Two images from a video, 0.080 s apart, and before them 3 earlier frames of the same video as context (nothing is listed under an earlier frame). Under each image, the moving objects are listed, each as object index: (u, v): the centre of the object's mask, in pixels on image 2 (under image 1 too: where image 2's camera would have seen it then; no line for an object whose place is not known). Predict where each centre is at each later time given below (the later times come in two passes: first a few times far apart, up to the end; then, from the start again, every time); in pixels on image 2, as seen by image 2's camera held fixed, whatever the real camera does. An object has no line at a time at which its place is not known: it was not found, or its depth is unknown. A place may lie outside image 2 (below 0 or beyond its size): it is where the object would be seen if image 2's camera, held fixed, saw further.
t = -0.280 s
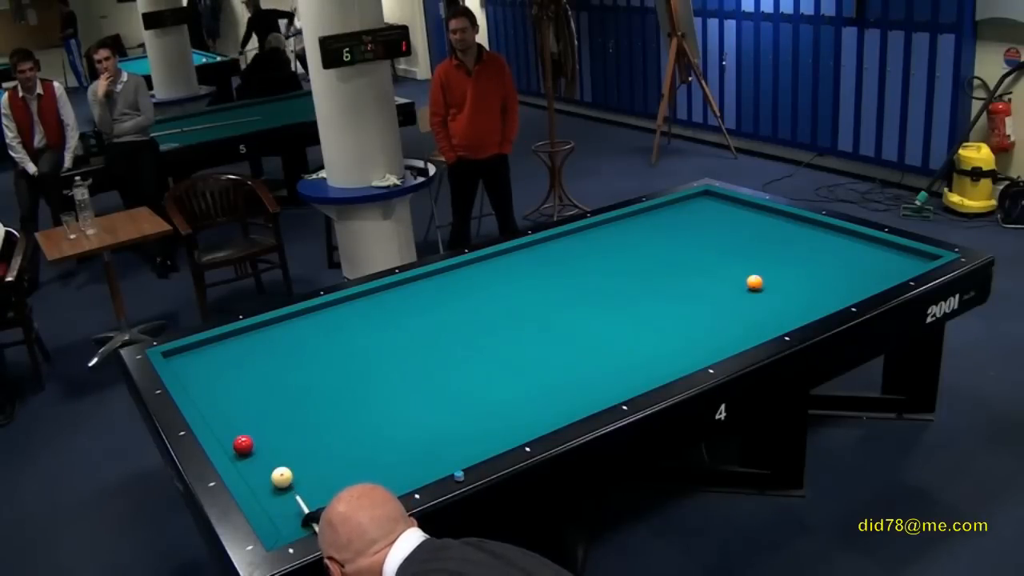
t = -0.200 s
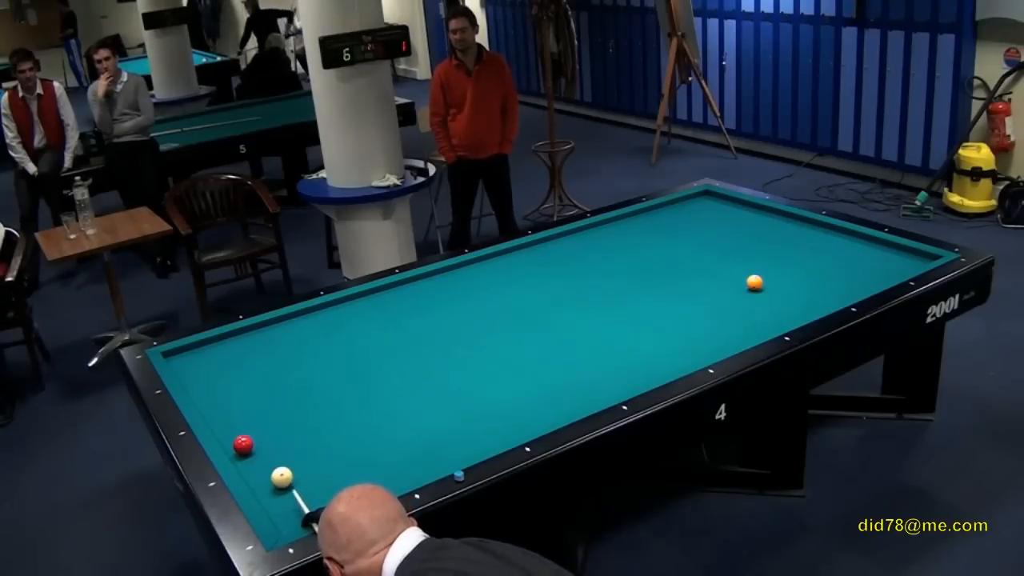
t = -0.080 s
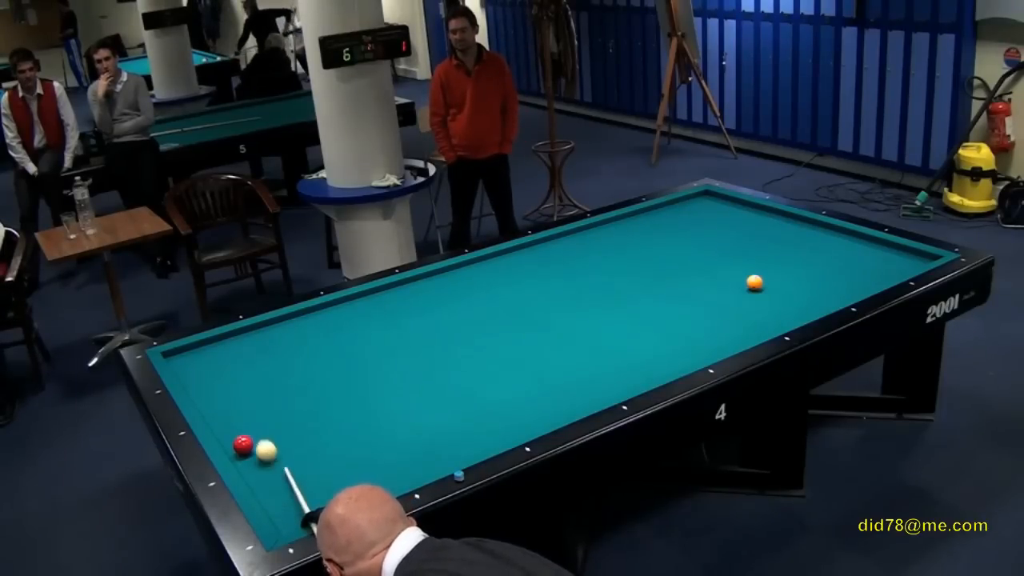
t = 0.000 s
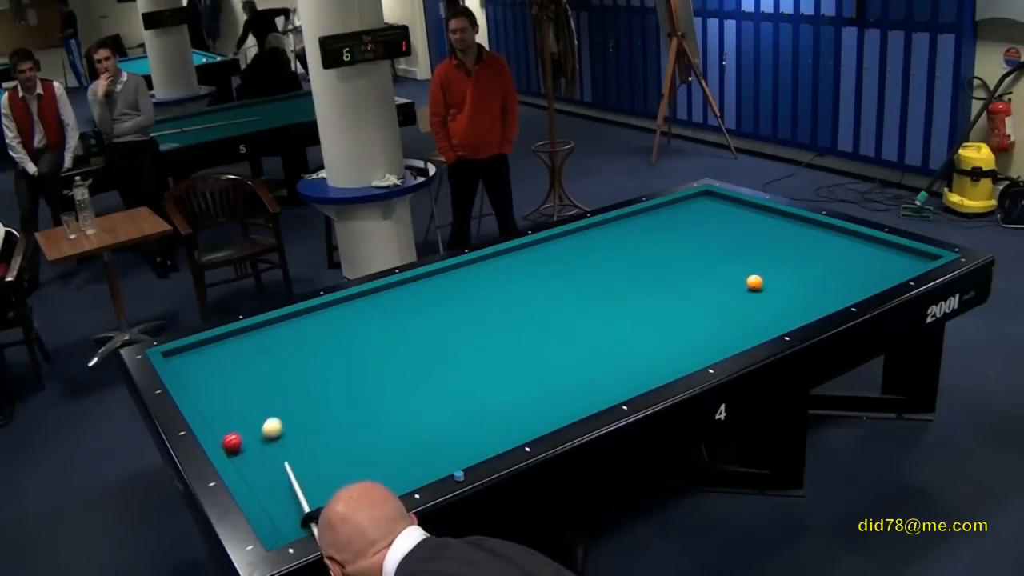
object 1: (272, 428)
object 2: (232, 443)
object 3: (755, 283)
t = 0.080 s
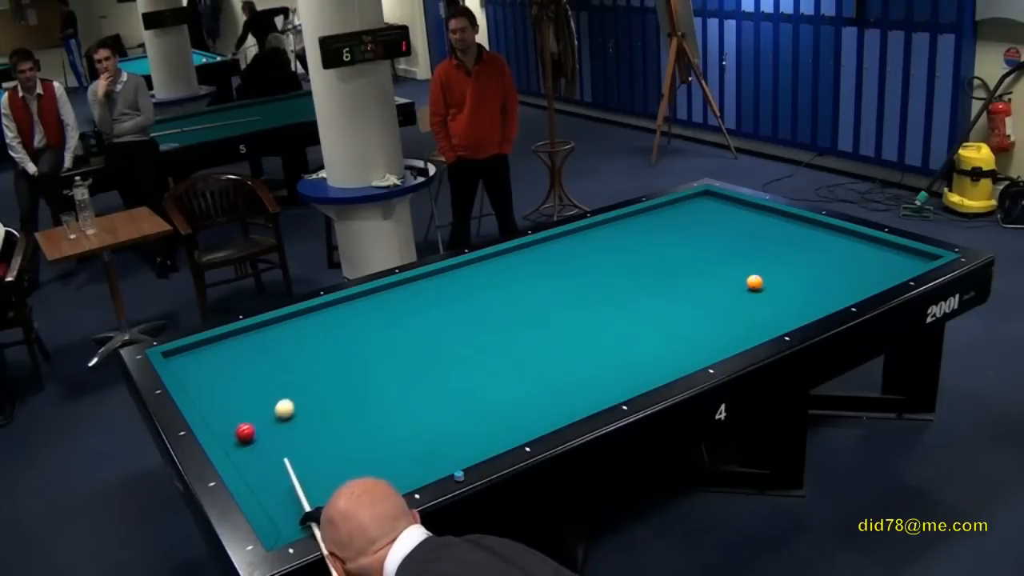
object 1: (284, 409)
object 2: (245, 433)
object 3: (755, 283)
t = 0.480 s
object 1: (329, 345)
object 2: (288, 396)
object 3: (755, 283)
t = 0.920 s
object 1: (366, 293)
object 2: (327, 363)
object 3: (755, 283)
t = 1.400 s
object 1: (475, 282)
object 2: (363, 332)
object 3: (755, 283)
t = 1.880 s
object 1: (579, 271)
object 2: (394, 306)
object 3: (754, 282)
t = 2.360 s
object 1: (680, 260)
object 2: (420, 284)
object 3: (755, 283)
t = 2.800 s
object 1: (767, 250)
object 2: (447, 271)
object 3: (754, 283)
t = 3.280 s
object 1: (857, 240)
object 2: (483, 267)
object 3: (755, 283)
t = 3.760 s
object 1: (881, 260)
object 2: (516, 263)
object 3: (755, 283)
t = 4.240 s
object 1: (870, 278)
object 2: (546, 258)
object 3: (755, 283)
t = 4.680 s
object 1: (821, 282)
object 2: (572, 255)
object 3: (755, 283)
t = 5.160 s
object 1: (769, 286)
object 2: (597, 252)
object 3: (754, 283)
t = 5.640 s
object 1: (742, 295)
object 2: (620, 249)
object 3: (734, 278)
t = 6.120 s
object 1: (716, 303)
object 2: (641, 246)
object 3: (717, 275)
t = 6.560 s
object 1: (694, 310)
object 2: (657, 243)
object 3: (704, 272)
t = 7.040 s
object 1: (671, 317)
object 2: (673, 241)
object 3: (691, 269)
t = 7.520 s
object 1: (650, 324)
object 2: (687, 239)
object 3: (681, 267)
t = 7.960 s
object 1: (633, 330)
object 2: (697, 238)
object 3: (673, 266)
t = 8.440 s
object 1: (616, 336)
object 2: (706, 237)
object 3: (667, 265)
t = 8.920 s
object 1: (602, 341)
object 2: (713, 236)
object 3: (663, 264)
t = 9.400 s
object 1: (589, 346)
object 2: (717, 236)
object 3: (661, 264)
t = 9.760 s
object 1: (581, 348)
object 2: (719, 235)
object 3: (661, 263)
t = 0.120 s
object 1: (290, 400)
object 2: (250, 428)
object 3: (754, 283)
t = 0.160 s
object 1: (295, 393)
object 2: (255, 424)
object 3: (755, 283)
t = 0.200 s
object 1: (300, 385)
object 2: (259, 420)
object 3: (755, 283)
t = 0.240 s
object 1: (305, 379)
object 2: (264, 417)
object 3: (755, 283)
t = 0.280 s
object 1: (309, 373)
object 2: (268, 413)
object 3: (755, 283)
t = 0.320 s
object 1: (313, 367)
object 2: (272, 410)
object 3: (755, 283)
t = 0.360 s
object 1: (317, 361)
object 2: (276, 406)
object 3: (754, 283)
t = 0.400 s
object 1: (321, 356)
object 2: (280, 403)
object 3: (755, 283)
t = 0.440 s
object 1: (325, 350)
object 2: (284, 400)
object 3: (755, 283)
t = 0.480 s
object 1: (329, 345)
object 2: (288, 396)
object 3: (755, 283)
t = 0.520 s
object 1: (333, 339)
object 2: (292, 393)
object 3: (755, 283)
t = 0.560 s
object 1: (336, 334)
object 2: (296, 390)
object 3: (755, 283)
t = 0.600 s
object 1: (340, 329)
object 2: (299, 387)
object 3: (755, 283)
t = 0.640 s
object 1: (344, 324)
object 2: (303, 384)
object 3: (755, 283)
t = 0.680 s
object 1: (347, 320)
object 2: (307, 380)
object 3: (755, 283)
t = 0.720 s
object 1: (350, 315)
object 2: (310, 377)
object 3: (755, 283)
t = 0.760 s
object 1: (353, 311)
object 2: (314, 374)
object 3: (755, 283)
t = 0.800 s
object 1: (357, 306)
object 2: (317, 372)
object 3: (755, 283)
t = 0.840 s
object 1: (360, 302)
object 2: (321, 368)
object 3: (755, 283)
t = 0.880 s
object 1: (363, 297)
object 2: (324, 366)
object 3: (755, 283)
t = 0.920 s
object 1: (366, 293)
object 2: (327, 363)
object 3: (755, 283)
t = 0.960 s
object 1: (374, 292)
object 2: (330, 360)
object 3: (755, 283)
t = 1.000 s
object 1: (385, 291)
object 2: (334, 357)
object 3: (755, 283)
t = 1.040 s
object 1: (394, 291)
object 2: (337, 355)
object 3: (755, 283)
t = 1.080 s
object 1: (404, 290)
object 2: (340, 352)
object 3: (755, 283)
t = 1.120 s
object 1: (413, 289)
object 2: (343, 349)
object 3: (755, 283)
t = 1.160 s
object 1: (422, 288)
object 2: (346, 347)
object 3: (755, 283)
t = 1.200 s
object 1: (431, 287)
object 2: (349, 344)
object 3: (755, 283)
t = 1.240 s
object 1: (440, 286)
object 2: (352, 342)
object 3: (755, 283)
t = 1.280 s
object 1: (449, 285)
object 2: (355, 339)
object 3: (755, 283)
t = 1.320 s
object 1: (458, 284)
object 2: (358, 337)
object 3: (755, 283)
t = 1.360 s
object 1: (466, 283)
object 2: (361, 334)
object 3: (755, 283)
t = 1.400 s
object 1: (475, 282)
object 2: (363, 332)
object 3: (755, 283)
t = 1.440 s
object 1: (484, 281)
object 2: (366, 330)
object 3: (755, 283)
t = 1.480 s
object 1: (493, 280)
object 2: (369, 328)
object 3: (755, 283)
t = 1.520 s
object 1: (502, 279)
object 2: (372, 325)
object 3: (755, 283)
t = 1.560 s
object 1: (510, 278)
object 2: (374, 323)
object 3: (754, 283)
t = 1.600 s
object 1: (519, 277)
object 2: (377, 321)
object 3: (755, 283)
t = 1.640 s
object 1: (528, 276)
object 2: (379, 319)
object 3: (755, 283)
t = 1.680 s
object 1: (536, 275)
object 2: (382, 317)
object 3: (754, 283)
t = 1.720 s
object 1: (545, 274)
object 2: (384, 315)
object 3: (754, 283)
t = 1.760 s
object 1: (554, 273)
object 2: (387, 313)
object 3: (754, 283)
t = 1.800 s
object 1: (562, 272)
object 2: (389, 310)
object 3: (754, 283)
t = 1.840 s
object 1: (570, 271)
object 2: (392, 308)
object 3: (754, 283)
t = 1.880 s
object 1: (579, 271)
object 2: (394, 306)
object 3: (754, 282)
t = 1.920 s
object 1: (587, 270)
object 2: (396, 304)
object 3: (755, 283)
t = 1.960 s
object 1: (596, 268)
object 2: (399, 302)
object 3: (755, 283)
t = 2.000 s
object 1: (604, 267)
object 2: (401, 301)
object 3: (754, 283)
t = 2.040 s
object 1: (613, 267)
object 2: (403, 299)
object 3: (754, 283)
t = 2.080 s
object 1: (622, 266)
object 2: (405, 297)
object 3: (754, 283)
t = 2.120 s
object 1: (630, 265)
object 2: (408, 295)
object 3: (755, 283)
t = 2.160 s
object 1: (638, 264)
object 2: (410, 293)
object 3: (754, 283)
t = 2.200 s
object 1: (647, 263)
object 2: (412, 291)
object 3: (755, 283)
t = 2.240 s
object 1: (655, 262)
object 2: (414, 289)
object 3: (754, 283)
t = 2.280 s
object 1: (663, 262)
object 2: (416, 288)
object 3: (754, 283)
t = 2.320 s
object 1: (671, 261)
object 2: (418, 286)
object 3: (754, 283)
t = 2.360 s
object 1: (680, 260)
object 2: (420, 284)
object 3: (755, 283)
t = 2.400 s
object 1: (688, 259)
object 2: (422, 282)
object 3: (754, 283)
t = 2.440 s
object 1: (696, 258)
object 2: (424, 281)
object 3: (754, 283)
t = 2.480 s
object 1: (704, 257)
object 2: (426, 279)
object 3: (754, 283)
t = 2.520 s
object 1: (712, 256)
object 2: (428, 277)
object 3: (754, 283)
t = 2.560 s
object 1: (720, 255)
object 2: (430, 276)
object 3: (754, 283)
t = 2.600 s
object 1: (728, 255)
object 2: (432, 275)
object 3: (754, 283)
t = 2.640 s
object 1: (736, 254)
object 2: (434, 273)
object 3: (754, 283)
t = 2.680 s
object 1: (744, 253)
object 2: (437, 273)
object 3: (754, 283)
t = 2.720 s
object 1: (751, 252)
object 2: (441, 272)
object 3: (754, 283)
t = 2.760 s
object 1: (760, 251)
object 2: (444, 272)
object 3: (755, 283)
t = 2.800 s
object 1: (767, 250)
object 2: (447, 271)
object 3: (754, 283)
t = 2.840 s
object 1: (775, 249)
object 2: (450, 271)
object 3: (754, 283)
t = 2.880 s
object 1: (783, 249)
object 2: (453, 270)
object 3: (754, 283)
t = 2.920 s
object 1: (791, 248)
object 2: (456, 270)
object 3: (755, 283)
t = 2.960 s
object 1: (798, 247)
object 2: (459, 270)
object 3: (755, 283)
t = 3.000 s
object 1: (806, 246)
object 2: (462, 269)
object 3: (755, 283)
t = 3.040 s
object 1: (813, 245)
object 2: (465, 269)
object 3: (755, 283)
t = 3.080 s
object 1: (821, 245)
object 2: (468, 268)
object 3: (755, 283)
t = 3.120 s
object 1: (828, 244)
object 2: (471, 268)
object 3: (755, 283)
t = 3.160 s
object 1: (836, 243)
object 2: (474, 268)
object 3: (755, 283)
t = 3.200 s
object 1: (843, 242)
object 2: (477, 267)
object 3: (755, 283)
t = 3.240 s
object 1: (850, 241)
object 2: (480, 267)
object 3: (755, 283)
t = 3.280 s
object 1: (857, 240)
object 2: (483, 267)
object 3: (755, 283)
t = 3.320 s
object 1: (864, 239)
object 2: (486, 266)
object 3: (755, 283)
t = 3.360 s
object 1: (871, 239)
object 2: (488, 266)
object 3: (755, 283)
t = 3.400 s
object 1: (872, 241)
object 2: (491, 266)
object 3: (755, 283)
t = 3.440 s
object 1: (873, 243)
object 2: (494, 265)
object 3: (755, 283)
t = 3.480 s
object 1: (873, 246)
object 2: (497, 265)
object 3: (755, 283)
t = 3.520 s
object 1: (875, 247)
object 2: (500, 264)
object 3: (755, 283)
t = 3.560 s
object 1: (876, 249)
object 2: (502, 264)
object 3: (755, 283)
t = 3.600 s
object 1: (877, 252)
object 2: (505, 264)
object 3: (755, 283)
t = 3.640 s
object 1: (878, 254)
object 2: (508, 263)
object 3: (755, 283)
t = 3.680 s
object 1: (879, 256)
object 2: (510, 263)
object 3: (755, 283)
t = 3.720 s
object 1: (880, 258)
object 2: (513, 263)
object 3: (755, 283)
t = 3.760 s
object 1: (881, 260)
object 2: (516, 263)
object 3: (755, 283)
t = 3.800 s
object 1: (882, 262)
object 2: (518, 262)
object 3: (755, 283)
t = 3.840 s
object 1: (884, 265)
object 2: (521, 262)
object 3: (755, 283)
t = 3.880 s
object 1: (885, 267)
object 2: (524, 262)
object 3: (755, 283)
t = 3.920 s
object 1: (886, 269)
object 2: (526, 261)
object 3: (755, 283)
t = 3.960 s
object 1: (887, 271)
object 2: (529, 261)
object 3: (755, 283)
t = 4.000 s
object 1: (888, 273)
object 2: (531, 261)
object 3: (755, 283)
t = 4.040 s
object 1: (889, 275)
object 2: (534, 260)
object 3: (755, 283)
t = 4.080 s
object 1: (889, 275)
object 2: (536, 260)
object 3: (755, 283)
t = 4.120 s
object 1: (884, 276)
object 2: (539, 260)
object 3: (755, 283)
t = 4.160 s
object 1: (879, 277)
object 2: (541, 259)
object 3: (755, 283)
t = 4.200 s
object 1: (875, 278)
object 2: (543, 259)
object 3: (755, 283)
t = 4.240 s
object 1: (870, 278)
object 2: (546, 258)
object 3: (755, 283)
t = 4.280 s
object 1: (866, 279)
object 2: (549, 258)
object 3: (755, 283)
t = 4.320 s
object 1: (861, 279)
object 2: (551, 258)
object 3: (755, 283)
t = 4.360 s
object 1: (857, 280)
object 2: (553, 258)
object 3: (755, 283)
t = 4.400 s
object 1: (852, 280)
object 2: (556, 257)
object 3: (755, 283)
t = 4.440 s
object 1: (848, 280)
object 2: (558, 257)
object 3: (755, 283)
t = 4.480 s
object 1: (843, 280)
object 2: (560, 257)
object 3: (755, 283)
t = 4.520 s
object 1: (839, 281)
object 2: (563, 256)
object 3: (755, 283)
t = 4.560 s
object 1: (834, 281)
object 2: (565, 256)
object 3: (755, 283)
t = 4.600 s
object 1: (830, 281)
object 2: (567, 256)
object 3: (755, 283)
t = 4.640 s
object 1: (825, 282)
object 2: (569, 255)
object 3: (755, 283)
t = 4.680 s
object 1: (821, 282)
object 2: (572, 255)
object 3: (755, 283)
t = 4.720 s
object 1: (816, 282)
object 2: (574, 255)
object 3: (755, 283)
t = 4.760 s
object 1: (812, 283)
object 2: (576, 255)
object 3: (755, 283)
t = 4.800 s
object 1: (808, 283)
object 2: (578, 254)
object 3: (755, 283)
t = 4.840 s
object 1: (803, 283)
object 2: (580, 254)
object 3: (755, 283)
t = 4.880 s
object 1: (799, 284)
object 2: (583, 254)
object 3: (754, 283)
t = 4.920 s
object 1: (794, 284)
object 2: (585, 253)
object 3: (754, 283)
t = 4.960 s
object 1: (790, 284)
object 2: (587, 253)
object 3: (754, 283)
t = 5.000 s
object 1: (786, 285)
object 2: (589, 253)
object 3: (754, 283)
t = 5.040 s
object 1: (781, 285)
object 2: (591, 252)
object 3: (754, 283)
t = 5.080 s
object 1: (777, 285)
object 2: (593, 252)
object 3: (755, 283)
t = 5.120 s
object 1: (773, 286)
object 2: (595, 252)
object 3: (754, 283)
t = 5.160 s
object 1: (769, 286)
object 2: (597, 252)
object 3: (754, 283)
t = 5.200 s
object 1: (767, 287)
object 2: (599, 251)
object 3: (752, 282)
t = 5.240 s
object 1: (764, 287)
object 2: (601, 251)
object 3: (750, 282)
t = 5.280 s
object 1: (762, 288)
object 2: (603, 251)
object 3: (748, 281)
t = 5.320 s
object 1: (759, 289)
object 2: (605, 251)
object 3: (747, 281)
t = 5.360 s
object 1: (757, 289)
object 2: (607, 250)
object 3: (745, 280)
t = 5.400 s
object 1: (755, 290)
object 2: (609, 250)
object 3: (743, 280)
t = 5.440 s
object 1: (752, 291)
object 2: (611, 250)
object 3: (742, 280)
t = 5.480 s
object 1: (750, 292)
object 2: (613, 250)
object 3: (740, 279)
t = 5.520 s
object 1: (748, 292)
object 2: (615, 250)
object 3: (739, 279)
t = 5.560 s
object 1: (746, 293)
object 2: (617, 249)
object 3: (737, 279)
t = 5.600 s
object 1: (744, 294)
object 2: (618, 249)
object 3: (736, 279)
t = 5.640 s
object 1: (742, 295)
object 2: (620, 249)
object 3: (734, 278)
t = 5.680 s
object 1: (739, 295)
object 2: (622, 249)
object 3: (733, 278)
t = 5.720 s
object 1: (737, 296)
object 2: (624, 248)
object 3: (731, 278)
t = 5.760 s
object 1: (735, 297)
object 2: (626, 248)
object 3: (730, 277)
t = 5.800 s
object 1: (733, 297)
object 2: (627, 247)
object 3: (728, 277)
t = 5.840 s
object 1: (731, 298)
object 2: (629, 247)
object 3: (727, 277)
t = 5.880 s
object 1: (728, 299)
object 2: (631, 247)
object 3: (726, 277)
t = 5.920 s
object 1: (726, 299)
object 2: (632, 247)
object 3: (724, 276)
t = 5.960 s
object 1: (724, 300)
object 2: (634, 247)
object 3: (723, 276)
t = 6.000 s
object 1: (722, 300)
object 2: (636, 246)
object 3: (721, 275)
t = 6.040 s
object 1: (720, 301)
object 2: (638, 246)
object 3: (720, 275)
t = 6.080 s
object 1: (718, 302)
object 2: (639, 246)
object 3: (719, 275)
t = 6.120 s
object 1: (716, 303)
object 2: (641, 246)
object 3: (717, 275)
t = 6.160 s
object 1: (714, 303)
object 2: (642, 246)
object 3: (716, 275)
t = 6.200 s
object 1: (712, 304)
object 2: (644, 245)
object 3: (715, 274)
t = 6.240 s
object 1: (710, 305)
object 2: (645, 245)
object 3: (713, 274)
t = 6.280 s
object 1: (708, 305)
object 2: (647, 245)
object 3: (712, 274)
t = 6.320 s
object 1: (706, 306)
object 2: (648, 245)
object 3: (711, 273)
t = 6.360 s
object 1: (703, 306)
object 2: (650, 244)
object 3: (709, 273)
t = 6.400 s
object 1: (701, 307)
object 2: (652, 244)
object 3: (708, 273)
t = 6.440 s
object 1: (699, 308)
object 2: (653, 244)
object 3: (707, 273)
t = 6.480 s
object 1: (697, 309)
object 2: (654, 244)
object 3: (706, 273)
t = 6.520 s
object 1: (695, 309)
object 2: (656, 244)
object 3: (705, 272)
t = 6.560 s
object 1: (694, 310)
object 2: (657, 243)
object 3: (704, 272)
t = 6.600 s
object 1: (691, 310)
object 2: (659, 243)
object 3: (703, 272)
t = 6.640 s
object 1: (690, 311)
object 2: (660, 243)
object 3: (701, 272)
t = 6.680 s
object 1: (688, 312)
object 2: (661, 243)
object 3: (701, 271)
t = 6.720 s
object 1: (686, 312)
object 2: (663, 243)
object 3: (699, 271)
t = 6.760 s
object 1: (684, 313)
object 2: (664, 242)
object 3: (698, 271)
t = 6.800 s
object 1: (682, 313)
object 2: (665, 242)
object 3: (697, 270)
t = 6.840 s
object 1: (680, 314)
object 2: (667, 242)
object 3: (696, 270)
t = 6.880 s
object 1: (678, 315)
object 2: (668, 242)
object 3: (695, 270)
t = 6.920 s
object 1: (676, 315)
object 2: (669, 242)
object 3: (694, 270)
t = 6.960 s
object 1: (674, 316)
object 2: (670, 242)
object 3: (693, 270)
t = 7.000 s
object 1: (672, 316)
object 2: (672, 241)
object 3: (692, 269)
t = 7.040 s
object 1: (671, 317)
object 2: (673, 241)
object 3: (691, 269)
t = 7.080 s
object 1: (669, 318)
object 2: (674, 241)
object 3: (690, 269)
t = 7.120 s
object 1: (667, 318)
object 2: (676, 241)
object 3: (689, 269)
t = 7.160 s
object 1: (665, 319)
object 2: (677, 241)
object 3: (688, 269)
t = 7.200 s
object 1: (664, 319)
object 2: (678, 241)
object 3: (687, 269)
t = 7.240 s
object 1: (662, 320)
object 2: (679, 240)
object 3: (687, 268)
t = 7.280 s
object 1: (660, 320)
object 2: (680, 240)
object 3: (686, 269)
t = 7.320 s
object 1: (658, 321)
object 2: (681, 240)
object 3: (685, 268)
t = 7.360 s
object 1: (657, 321)
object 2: (682, 240)
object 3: (684, 268)
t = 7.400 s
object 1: (655, 322)
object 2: (684, 240)
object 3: (683, 268)
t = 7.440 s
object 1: (653, 323)
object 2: (685, 240)
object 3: (682, 268)
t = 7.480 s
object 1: (652, 323)
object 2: (686, 240)
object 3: (682, 267)
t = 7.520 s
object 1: (650, 324)
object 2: (687, 239)
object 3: (681, 267)
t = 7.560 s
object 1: (648, 324)
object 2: (688, 239)
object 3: (680, 267)
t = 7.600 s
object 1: (647, 325)
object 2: (689, 239)
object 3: (680, 267)
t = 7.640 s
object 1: (645, 326)
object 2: (690, 239)
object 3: (679, 267)
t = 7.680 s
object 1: (643, 326)
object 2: (691, 239)
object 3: (678, 267)
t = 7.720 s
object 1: (642, 326)
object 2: (692, 239)
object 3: (677, 266)
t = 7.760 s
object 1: (640, 327)
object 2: (692, 239)
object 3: (677, 266)
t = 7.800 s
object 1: (639, 328)
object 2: (693, 238)
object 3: (676, 267)
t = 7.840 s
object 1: (637, 328)
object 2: (694, 238)
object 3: (675, 267)
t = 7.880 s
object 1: (636, 329)
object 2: (695, 238)
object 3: (675, 266)
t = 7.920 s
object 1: (634, 329)
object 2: (696, 238)
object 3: (674, 266)
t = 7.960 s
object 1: (633, 330)
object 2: (697, 238)
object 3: (673, 266)
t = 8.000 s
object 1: (631, 330)
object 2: (698, 238)
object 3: (673, 266)
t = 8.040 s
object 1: (630, 331)
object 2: (698, 238)
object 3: (672, 266)
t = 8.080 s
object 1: (628, 331)
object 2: (699, 238)
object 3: (671, 266)
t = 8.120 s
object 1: (627, 332)
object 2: (700, 237)
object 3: (671, 265)
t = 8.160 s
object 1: (626, 332)
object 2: (701, 237)
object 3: (670, 265)
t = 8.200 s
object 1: (624, 333)
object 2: (702, 237)
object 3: (670, 265)
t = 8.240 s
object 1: (623, 334)
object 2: (702, 237)
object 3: (669, 265)
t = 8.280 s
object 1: (621, 334)
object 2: (703, 237)
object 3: (669, 265)
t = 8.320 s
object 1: (620, 334)
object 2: (704, 237)
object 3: (668, 265)
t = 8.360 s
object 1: (619, 335)
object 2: (705, 237)
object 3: (668, 265)
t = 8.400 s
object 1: (618, 335)
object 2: (705, 237)
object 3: (667, 265)
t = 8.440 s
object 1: (616, 336)
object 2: (706, 237)
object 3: (667, 265)
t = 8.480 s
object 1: (615, 336)
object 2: (706, 237)
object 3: (667, 265)
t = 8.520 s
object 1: (613, 337)
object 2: (707, 237)
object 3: (666, 265)
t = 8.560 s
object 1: (612, 337)
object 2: (708, 237)
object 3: (666, 264)
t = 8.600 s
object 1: (611, 338)
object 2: (708, 237)
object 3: (665, 264)
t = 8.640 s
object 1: (610, 338)
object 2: (709, 237)
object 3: (665, 264)
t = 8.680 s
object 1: (609, 339)
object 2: (710, 236)
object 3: (665, 264)
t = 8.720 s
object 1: (608, 339)
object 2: (710, 236)
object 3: (664, 264)
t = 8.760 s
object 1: (606, 340)
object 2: (711, 236)
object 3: (664, 264)
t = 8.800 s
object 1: (605, 340)
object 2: (711, 236)
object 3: (664, 264)
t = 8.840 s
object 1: (604, 341)
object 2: (712, 236)
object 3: (663, 264)
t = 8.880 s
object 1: (603, 341)
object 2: (712, 236)
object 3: (663, 264)
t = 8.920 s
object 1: (602, 341)
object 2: (713, 236)
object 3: (663, 264)
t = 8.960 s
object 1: (601, 342)
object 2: (713, 236)
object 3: (663, 264)
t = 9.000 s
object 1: (600, 342)
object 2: (714, 236)
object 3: (662, 264)
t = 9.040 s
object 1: (598, 343)
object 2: (714, 236)
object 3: (662, 264)
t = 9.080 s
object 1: (597, 343)
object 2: (714, 236)
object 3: (662, 264)
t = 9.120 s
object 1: (596, 343)
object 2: (715, 236)
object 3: (662, 264)
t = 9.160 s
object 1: (595, 344)
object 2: (715, 236)
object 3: (662, 264)
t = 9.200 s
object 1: (595, 344)
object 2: (716, 236)
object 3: (661, 264)
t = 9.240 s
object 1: (593, 344)
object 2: (716, 236)
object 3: (661, 264)
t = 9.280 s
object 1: (592, 345)
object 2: (716, 236)
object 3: (661, 264)
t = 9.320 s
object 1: (591, 345)
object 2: (717, 236)
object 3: (661, 263)
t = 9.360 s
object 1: (590, 345)
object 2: (717, 236)
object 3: (661, 263)
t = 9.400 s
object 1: (589, 346)
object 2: (717, 236)
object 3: (661, 264)
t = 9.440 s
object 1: (588, 346)
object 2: (718, 236)
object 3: (661, 264)
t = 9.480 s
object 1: (588, 346)
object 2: (718, 236)
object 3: (661, 264)
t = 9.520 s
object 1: (587, 346)
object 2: (718, 235)
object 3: (661, 263)
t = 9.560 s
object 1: (586, 347)
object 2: (718, 235)
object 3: (661, 263)
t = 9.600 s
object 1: (585, 347)
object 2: (719, 235)
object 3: (661, 263)
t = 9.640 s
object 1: (584, 347)
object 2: (719, 235)
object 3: (661, 264)
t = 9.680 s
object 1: (583, 347)
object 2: (719, 235)
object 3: (661, 264)
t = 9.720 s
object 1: (582, 348)
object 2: (719, 235)
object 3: (661, 264)
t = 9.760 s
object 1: (581, 348)
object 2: (719, 235)
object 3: (661, 263)
